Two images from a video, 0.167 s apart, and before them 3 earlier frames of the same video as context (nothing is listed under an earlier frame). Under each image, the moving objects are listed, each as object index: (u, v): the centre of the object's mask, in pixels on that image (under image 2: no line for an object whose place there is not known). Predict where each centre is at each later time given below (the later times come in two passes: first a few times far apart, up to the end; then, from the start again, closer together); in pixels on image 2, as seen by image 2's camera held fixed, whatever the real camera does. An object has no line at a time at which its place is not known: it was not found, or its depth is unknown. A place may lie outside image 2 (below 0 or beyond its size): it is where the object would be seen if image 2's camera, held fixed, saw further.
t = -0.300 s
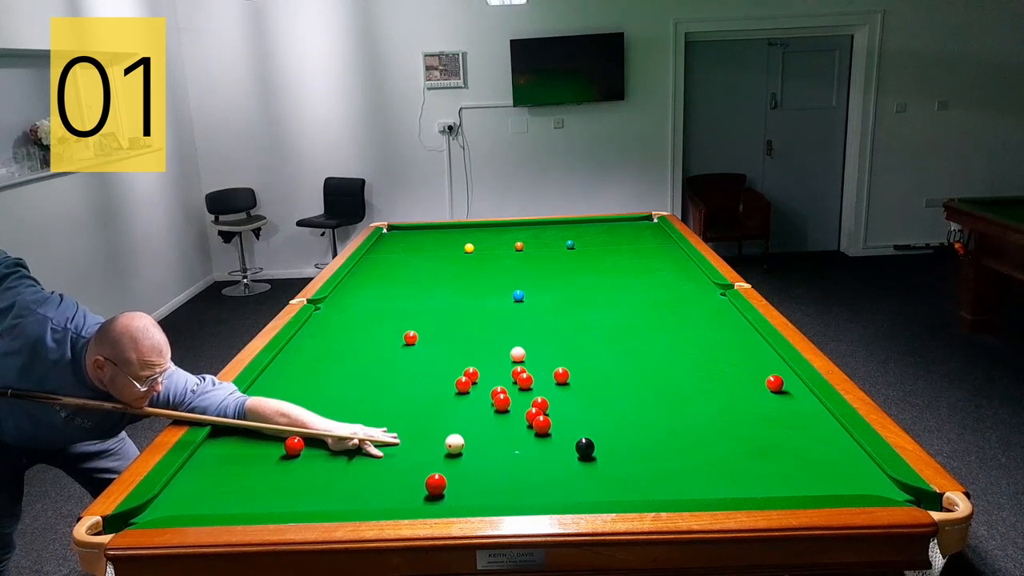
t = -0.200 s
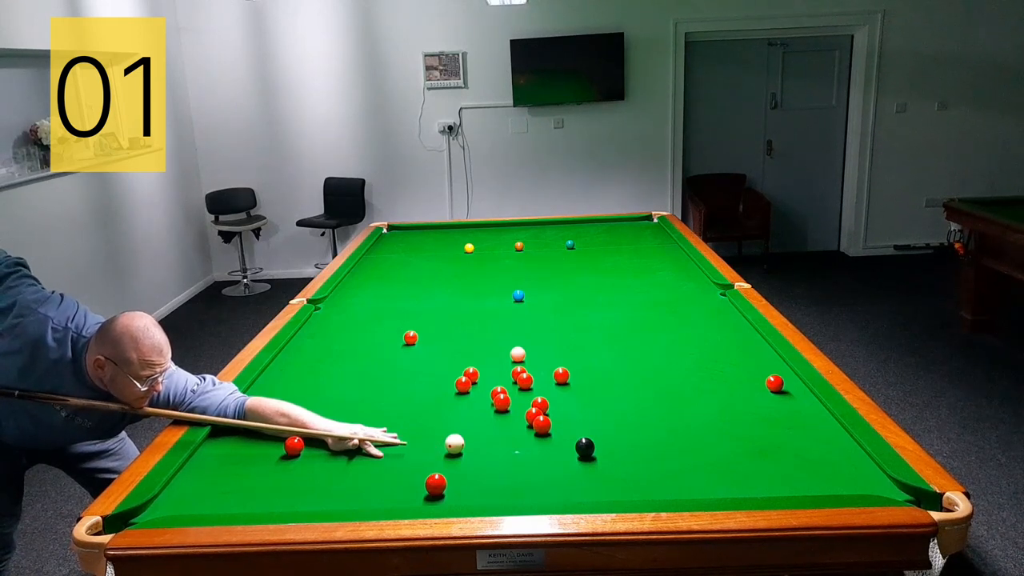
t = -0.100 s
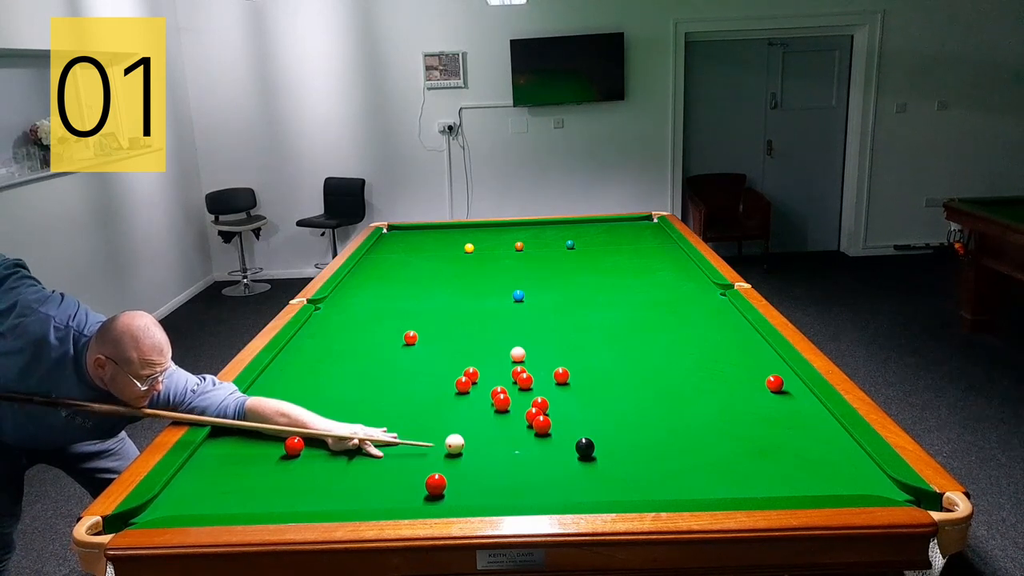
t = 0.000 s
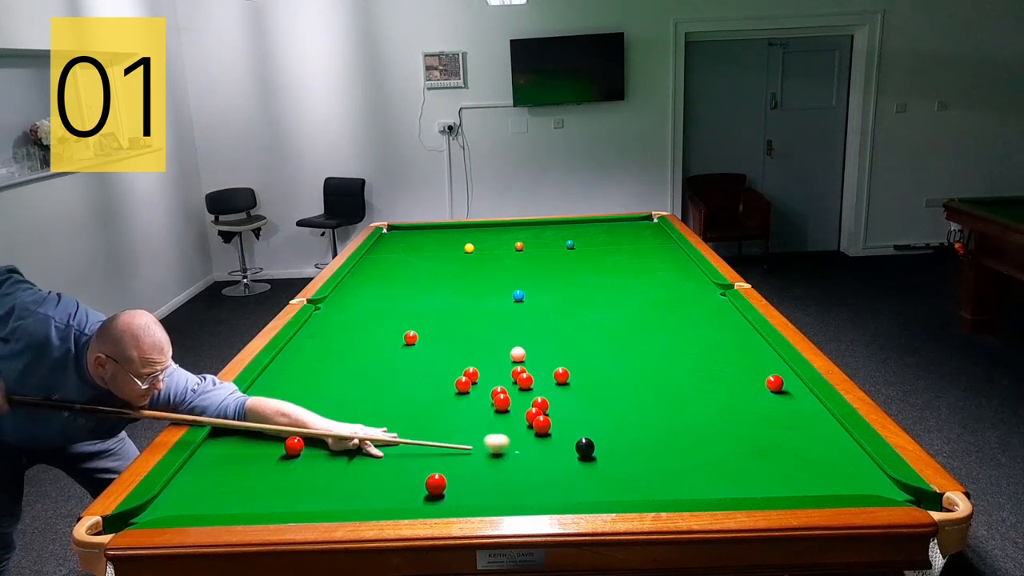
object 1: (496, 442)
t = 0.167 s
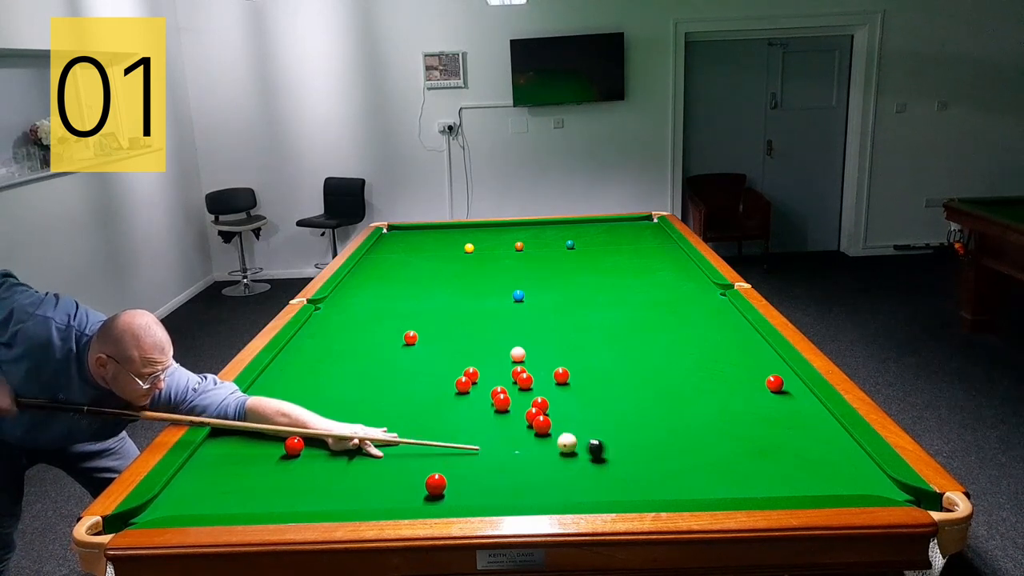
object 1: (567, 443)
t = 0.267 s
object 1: (569, 439)
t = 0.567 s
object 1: (576, 429)
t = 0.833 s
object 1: (581, 422)
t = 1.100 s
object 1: (585, 415)
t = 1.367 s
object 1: (588, 410)
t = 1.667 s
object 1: (592, 405)
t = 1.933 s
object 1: (594, 402)
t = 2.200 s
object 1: (596, 399)
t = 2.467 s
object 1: (596, 398)
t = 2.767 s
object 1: (596, 398)
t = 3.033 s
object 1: (596, 397)
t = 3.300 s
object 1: (596, 397)
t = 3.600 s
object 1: (596, 398)
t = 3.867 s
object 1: (599, 395)
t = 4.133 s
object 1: (596, 397)
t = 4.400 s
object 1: (596, 398)
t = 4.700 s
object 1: (596, 398)
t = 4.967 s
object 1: (596, 398)
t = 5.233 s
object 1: (596, 397)
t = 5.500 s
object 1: (596, 398)
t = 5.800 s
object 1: (596, 398)
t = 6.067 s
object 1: (596, 398)
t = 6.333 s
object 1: (596, 398)
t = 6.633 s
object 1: (596, 398)
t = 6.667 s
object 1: (596, 398)
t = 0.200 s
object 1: (568, 441)
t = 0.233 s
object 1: (569, 440)
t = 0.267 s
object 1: (569, 439)
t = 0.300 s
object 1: (570, 438)
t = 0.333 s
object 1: (571, 436)
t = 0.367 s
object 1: (572, 435)
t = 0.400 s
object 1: (572, 434)
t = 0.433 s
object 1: (573, 433)
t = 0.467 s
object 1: (574, 432)
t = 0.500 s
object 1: (575, 431)
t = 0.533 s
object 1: (576, 430)
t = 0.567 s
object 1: (576, 429)
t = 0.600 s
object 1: (577, 428)
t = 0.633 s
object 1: (577, 427)
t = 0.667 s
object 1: (578, 426)
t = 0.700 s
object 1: (579, 425)
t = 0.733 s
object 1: (579, 424)
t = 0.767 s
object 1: (580, 423)
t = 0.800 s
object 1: (580, 422)
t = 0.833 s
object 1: (581, 422)
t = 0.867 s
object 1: (582, 421)
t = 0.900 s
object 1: (582, 420)
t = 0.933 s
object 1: (583, 419)
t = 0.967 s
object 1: (583, 418)
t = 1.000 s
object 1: (584, 417)
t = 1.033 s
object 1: (584, 417)
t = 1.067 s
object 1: (585, 416)
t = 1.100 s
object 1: (585, 415)
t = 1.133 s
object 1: (586, 414)
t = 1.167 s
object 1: (586, 414)
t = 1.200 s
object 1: (586, 413)
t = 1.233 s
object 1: (587, 412)
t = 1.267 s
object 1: (587, 412)
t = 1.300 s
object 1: (588, 411)
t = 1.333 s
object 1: (588, 410)
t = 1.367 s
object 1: (588, 410)
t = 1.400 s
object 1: (589, 409)
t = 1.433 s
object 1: (589, 409)
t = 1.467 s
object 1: (590, 408)
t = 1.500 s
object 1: (590, 407)
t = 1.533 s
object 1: (591, 407)
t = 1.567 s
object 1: (591, 406)
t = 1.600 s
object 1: (591, 406)
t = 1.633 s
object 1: (592, 405)
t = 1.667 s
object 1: (592, 405)
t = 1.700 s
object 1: (592, 404)
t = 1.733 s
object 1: (593, 404)
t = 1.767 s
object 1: (593, 403)
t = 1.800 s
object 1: (593, 403)
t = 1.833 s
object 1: (593, 403)
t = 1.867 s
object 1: (594, 402)
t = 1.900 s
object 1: (594, 402)
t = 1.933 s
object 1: (594, 402)
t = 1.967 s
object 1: (594, 401)
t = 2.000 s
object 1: (595, 401)
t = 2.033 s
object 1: (595, 401)
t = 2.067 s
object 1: (595, 400)
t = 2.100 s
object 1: (595, 400)
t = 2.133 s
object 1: (595, 400)
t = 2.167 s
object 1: (596, 400)
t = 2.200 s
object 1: (596, 399)
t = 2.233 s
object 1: (596, 399)
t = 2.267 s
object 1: (596, 399)
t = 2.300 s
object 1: (596, 399)
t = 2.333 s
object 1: (596, 399)
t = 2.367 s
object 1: (596, 399)
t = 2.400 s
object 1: (596, 398)
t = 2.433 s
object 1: (596, 398)
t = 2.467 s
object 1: (596, 398)
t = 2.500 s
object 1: (596, 398)
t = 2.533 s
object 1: (596, 398)
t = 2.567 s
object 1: (596, 398)
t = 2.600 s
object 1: (596, 398)
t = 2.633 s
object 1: (596, 398)
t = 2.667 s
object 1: (596, 398)
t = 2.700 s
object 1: (596, 398)
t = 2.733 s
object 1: (596, 397)
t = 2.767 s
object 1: (596, 398)
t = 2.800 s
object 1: (596, 398)
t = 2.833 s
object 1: (596, 397)
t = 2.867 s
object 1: (596, 397)
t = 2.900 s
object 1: (596, 397)
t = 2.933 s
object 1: (596, 397)
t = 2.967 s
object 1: (596, 397)
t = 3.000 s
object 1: (596, 397)
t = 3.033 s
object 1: (596, 397)
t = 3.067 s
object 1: (596, 397)
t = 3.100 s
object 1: (596, 397)
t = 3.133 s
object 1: (596, 397)
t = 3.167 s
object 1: (596, 397)
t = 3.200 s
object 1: (596, 397)
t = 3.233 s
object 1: (596, 397)
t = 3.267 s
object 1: (596, 397)
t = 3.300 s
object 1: (596, 397)
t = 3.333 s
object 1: (596, 397)
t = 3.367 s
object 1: (596, 398)
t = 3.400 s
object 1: (596, 398)
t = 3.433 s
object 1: (596, 398)
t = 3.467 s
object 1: (596, 398)
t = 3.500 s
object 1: (596, 398)
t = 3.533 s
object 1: (596, 398)
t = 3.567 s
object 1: (596, 398)
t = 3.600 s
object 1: (596, 398)
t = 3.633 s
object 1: (596, 398)
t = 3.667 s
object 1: (596, 397)
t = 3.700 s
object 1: (596, 397)
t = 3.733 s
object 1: (596, 398)
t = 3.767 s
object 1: (596, 397)
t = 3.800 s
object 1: (596, 398)
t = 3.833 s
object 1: (596, 397)
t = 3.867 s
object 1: (599, 395)
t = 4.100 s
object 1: (595, 397)
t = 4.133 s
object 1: (596, 397)
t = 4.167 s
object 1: (596, 397)
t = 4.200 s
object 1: (596, 397)
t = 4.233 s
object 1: (596, 397)
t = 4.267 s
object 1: (596, 397)
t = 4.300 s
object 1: (596, 397)
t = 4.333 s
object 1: (596, 397)
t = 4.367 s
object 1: (596, 397)
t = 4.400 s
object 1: (596, 398)
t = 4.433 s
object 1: (596, 397)
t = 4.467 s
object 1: (596, 397)
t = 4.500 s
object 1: (596, 397)
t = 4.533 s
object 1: (596, 397)
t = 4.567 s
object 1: (596, 397)
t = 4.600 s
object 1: (596, 397)
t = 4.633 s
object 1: (596, 397)
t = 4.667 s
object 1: (596, 397)
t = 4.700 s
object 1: (596, 398)
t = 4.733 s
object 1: (596, 397)
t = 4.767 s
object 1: (596, 397)
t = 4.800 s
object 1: (596, 398)
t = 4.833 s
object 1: (596, 398)
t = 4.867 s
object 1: (596, 398)
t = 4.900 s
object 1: (596, 398)
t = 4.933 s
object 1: (596, 398)
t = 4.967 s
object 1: (596, 398)
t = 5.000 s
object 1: (596, 398)
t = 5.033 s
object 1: (596, 398)
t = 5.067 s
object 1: (596, 398)
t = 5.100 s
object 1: (596, 398)
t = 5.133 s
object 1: (596, 398)
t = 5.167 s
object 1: (596, 398)
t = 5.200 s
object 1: (596, 398)
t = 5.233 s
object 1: (596, 397)
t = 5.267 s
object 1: (596, 398)
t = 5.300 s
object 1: (596, 398)
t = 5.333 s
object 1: (596, 398)
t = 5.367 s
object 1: (596, 398)
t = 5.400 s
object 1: (596, 398)
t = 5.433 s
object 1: (596, 398)
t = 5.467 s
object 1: (596, 398)
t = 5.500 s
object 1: (596, 398)
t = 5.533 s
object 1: (596, 398)
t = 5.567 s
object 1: (596, 398)
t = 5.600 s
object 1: (596, 398)
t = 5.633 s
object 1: (596, 398)
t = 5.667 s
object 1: (596, 398)
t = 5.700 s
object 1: (596, 398)
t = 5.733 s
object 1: (596, 398)
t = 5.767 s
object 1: (596, 398)
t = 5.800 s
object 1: (596, 398)
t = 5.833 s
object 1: (596, 398)
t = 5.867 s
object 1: (596, 398)
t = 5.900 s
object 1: (596, 398)
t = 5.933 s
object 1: (596, 398)
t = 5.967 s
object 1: (596, 398)
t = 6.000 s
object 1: (596, 398)
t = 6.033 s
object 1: (596, 398)
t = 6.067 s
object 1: (596, 398)
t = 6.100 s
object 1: (596, 398)
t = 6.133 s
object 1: (596, 398)
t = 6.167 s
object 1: (596, 398)
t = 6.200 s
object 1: (596, 398)
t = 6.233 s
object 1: (596, 398)
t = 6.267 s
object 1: (596, 398)
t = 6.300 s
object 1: (596, 397)
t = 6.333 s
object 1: (596, 398)
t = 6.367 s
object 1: (596, 398)
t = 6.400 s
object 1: (596, 398)
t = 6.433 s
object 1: (596, 398)
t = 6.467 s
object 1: (596, 398)
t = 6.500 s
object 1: (596, 398)
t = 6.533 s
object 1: (596, 398)
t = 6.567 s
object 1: (596, 398)
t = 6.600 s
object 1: (596, 398)
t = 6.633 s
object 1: (596, 398)
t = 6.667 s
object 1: (596, 398)
